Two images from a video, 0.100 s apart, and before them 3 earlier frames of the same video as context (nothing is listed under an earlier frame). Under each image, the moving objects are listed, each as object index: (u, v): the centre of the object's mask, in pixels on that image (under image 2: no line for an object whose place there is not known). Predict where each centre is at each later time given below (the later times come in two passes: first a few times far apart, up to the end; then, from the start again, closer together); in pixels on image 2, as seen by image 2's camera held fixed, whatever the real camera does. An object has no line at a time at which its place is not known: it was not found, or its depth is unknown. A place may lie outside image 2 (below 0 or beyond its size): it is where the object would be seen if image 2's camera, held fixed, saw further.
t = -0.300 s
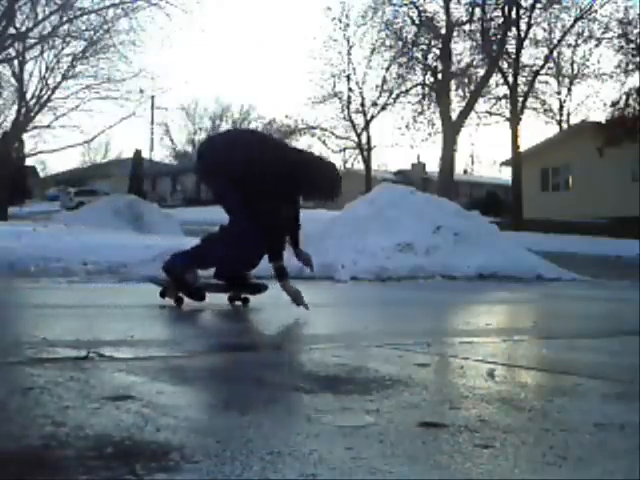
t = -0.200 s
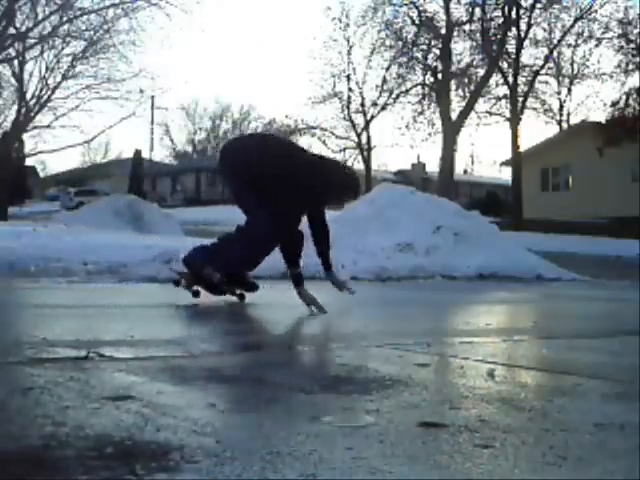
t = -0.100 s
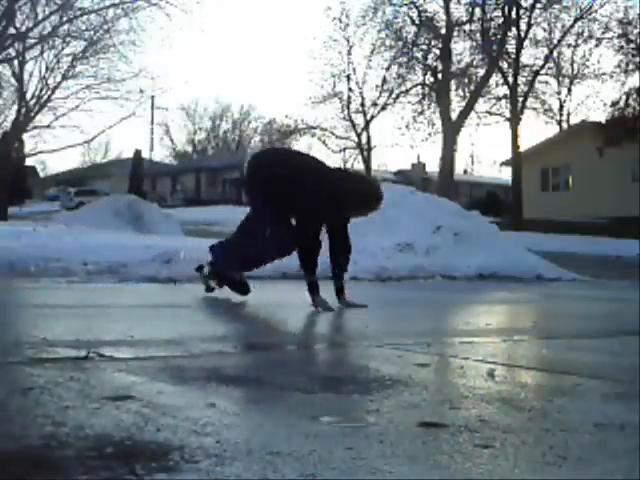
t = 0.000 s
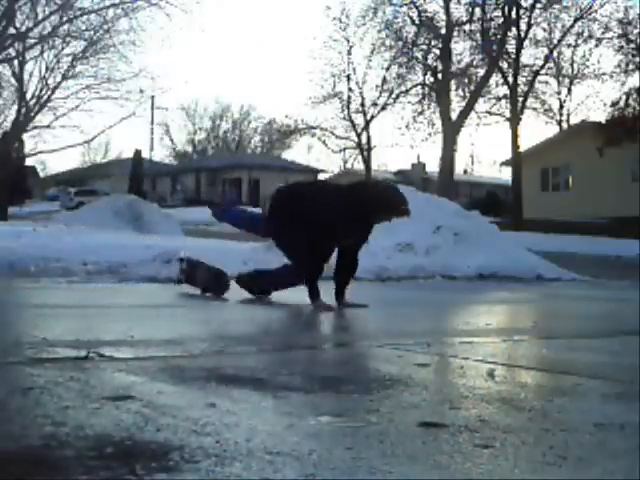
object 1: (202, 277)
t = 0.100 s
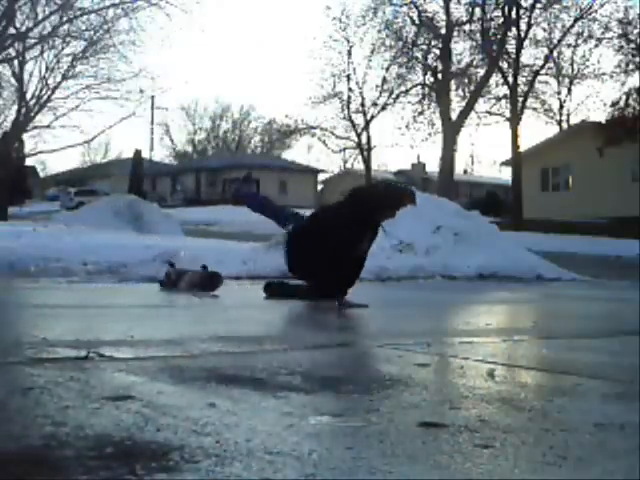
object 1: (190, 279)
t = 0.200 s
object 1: (172, 279)
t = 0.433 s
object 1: (158, 277)
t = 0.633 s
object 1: (154, 266)
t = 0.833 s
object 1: (153, 263)
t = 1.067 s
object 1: (163, 265)
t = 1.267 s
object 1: (162, 265)
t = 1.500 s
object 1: (162, 265)
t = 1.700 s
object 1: (163, 265)
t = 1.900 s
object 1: (163, 265)
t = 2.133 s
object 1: (163, 265)
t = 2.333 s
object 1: (163, 265)
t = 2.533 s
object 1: (163, 265)
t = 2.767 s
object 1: (163, 265)
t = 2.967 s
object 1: (163, 265)
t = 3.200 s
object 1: (163, 265)
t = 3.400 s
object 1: (163, 265)
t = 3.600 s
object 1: (163, 265)
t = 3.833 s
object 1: (163, 265)
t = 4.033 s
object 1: (163, 265)
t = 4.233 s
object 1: (163, 265)
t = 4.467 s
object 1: (163, 265)
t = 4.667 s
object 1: (163, 265)
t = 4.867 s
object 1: (163, 265)
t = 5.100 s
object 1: (163, 265)
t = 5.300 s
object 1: (163, 265)
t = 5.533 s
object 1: (163, 265)
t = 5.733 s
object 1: (163, 265)
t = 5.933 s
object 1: (162, 265)
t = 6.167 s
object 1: (163, 265)
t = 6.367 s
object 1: (163, 265)
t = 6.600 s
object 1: (163, 265)
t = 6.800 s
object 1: (162, 265)
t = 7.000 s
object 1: (163, 265)
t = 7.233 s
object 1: (163, 265)
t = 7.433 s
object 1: (163, 265)
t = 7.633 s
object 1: (163, 265)
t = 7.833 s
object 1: (163, 265)
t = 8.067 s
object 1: (163, 265)
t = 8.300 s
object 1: (163, 265)
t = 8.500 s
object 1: (163, 265)
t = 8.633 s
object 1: (163, 265)
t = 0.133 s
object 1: (187, 279)
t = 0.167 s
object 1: (180, 279)
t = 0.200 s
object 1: (172, 279)
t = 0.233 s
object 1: (169, 275)
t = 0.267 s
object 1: (169, 272)
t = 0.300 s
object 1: (167, 271)
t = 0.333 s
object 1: (165, 270)
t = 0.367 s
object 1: (162, 271)
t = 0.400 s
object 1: (159, 276)
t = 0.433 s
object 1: (158, 277)
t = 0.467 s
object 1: (156, 276)
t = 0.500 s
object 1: (155, 271)
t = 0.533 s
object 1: (154, 268)
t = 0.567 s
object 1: (153, 266)
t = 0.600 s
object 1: (153, 265)
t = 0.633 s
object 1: (154, 266)
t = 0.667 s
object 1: (153, 267)
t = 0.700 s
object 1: (155, 271)
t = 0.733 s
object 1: (153, 269)
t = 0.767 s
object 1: (151, 265)
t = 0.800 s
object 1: (151, 263)
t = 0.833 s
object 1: (153, 263)
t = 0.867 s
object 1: (153, 263)
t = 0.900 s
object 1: (152, 265)
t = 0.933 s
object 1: (154, 265)
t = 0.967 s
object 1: (159, 265)
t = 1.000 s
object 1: (163, 264)
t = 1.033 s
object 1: (161, 265)
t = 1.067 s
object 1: (163, 265)
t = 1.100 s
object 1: (161, 265)
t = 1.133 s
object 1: (162, 265)
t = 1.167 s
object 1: (162, 265)
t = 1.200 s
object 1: (162, 265)
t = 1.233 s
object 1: (162, 265)
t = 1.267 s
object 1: (162, 265)
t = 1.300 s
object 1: (162, 265)
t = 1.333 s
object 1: (163, 265)
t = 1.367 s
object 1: (163, 265)
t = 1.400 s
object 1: (163, 265)
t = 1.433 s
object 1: (163, 265)
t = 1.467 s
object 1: (162, 265)
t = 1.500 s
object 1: (162, 265)
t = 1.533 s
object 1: (163, 265)
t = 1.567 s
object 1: (163, 265)
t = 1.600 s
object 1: (163, 265)
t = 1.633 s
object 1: (163, 265)
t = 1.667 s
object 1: (163, 265)
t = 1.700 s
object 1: (163, 265)
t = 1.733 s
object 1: (163, 265)
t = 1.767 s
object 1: (163, 265)
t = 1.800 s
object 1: (163, 265)
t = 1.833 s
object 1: (163, 265)
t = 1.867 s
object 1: (163, 265)
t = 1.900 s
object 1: (163, 265)
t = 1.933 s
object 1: (163, 265)
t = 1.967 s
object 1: (163, 265)
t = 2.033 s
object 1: (163, 265)
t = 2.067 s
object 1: (163, 265)
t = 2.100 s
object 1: (163, 265)
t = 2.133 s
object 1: (163, 265)
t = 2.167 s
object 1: (163, 265)
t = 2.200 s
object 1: (163, 265)
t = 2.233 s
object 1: (163, 265)
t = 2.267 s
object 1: (163, 265)
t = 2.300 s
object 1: (163, 265)
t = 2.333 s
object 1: (163, 265)
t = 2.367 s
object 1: (163, 265)
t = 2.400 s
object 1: (163, 265)
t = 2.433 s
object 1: (163, 265)
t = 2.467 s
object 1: (163, 265)
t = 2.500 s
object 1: (163, 265)
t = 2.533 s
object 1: (163, 265)
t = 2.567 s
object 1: (163, 265)
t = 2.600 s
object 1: (163, 265)
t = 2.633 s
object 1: (163, 265)
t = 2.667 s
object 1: (163, 265)
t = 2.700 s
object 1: (163, 265)
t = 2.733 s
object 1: (163, 265)
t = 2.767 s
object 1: (163, 265)
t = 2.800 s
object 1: (163, 265)
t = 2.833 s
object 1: (163, 265)
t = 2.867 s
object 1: (163, 265)
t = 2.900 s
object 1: (163, 265)
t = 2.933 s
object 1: (163, 265)
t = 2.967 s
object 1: (163, 265)
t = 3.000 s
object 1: (163, 265)
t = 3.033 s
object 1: (163, 265)
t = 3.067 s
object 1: (163, 265)
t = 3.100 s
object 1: (163, 265)
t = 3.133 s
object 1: (163, 265)
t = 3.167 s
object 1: (163, 265)
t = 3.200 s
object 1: (163, 265)
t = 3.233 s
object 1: (163, 265)
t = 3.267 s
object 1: (163, 265)
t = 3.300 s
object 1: (163, 265)
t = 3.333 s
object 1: (163, 265)
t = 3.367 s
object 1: (163, 265)
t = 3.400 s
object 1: (163, 265)
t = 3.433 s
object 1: (163, 265)
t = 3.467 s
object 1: (163, 265)
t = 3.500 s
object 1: (163, 265)
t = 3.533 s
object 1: (163, 265)
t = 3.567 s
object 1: (163, 265)
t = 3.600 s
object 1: (163, 265)
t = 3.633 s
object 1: (163, 265)
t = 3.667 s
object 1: (163, 265)
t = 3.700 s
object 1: (163, 265)
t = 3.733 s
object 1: (163, 265)
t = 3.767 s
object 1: (163, 265)
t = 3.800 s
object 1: (163, 265)
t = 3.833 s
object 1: (163, 265)
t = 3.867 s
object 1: (163, 265)
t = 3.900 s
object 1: (163, 265)
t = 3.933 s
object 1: (163, 265)
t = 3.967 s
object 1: (163, 265)
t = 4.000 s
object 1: (163, 265)
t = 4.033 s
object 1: (163, 265)
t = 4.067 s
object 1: (163, 265)
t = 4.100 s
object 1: (163, 265)
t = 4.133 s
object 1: (163, 265)
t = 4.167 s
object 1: (163, 265)
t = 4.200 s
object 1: (163, 265)
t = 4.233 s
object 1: (163, 265)
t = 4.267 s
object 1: (163, 265)
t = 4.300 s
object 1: (163, 265)
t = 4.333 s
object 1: (163, 265)
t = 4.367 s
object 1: (163, 265)
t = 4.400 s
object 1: (163, 265)
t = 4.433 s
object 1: (163, 265)
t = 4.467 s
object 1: (163, 265)
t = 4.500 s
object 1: (163, 265)
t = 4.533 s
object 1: (163, 265)
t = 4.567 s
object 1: (163, 265)
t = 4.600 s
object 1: (163, 265)
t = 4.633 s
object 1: (163, 265)
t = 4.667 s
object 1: (163, 265)
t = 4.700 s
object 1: (163, 265)
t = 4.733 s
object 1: (163, 265)
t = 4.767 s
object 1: (162, 265)
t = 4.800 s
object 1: (163, 265)
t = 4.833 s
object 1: (163, 265)
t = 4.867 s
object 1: (163, 265)
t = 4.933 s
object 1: (163, 265)
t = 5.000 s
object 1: (163, 265)
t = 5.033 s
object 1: (163, 265)
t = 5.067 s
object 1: (163, 265)
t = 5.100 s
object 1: (163, 265)
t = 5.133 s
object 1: (163, 265)
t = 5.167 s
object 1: (163, 265)
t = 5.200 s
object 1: (163, 265)
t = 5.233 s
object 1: (163, 265)
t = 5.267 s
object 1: (163, 265)
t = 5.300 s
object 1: (163, 265)
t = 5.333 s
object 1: (163, 265)
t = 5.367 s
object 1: (163, 265)
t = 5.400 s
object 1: (162, 265)
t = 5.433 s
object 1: (163, 265)
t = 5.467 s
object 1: (163, 265)
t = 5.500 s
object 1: (163, 265)
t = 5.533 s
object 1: (163, 265)
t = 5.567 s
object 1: (162, 265)
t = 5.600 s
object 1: (162, 265)
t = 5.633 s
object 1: (163, 265)
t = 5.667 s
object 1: (163, 265)
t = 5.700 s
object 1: (163, 265)
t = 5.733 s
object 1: (163, 265)
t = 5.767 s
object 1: (163, 265)
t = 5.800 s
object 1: (163, 265)
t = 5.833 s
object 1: (163, 265)
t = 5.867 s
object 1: (163, 265)
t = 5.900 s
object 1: (163, 265)
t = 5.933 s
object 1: (162, 265)
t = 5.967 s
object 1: (162, 265)
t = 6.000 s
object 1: (163, 265)
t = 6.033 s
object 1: (163, 265)
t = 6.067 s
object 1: (162, 265)
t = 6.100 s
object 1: (162, 265)
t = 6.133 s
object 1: (163, 265)
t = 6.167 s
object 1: (163, 265)
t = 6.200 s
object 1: (163, 265)
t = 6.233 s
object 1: (163, 265)
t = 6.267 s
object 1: (162, 265)
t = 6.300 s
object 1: (162, 265)
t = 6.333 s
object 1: (162, 265)
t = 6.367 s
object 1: (163, 265)
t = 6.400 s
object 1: (163, 265)
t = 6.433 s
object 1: (163, 265)
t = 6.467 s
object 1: (163, 265)
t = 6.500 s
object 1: (163, 265)
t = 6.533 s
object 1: (163, 265)
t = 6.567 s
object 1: (163, 265)
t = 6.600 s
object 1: (163, 265)
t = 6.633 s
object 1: (163, 265)
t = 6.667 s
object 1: (162, 265)
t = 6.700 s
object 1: (163, 265)
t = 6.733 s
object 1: (163, 265)
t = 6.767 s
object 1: (163, 265)
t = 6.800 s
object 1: (162, 265)
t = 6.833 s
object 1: (163, 265)
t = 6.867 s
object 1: (163, 265)
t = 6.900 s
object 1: (163, 265)
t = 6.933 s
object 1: (163, 265)
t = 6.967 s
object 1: (163, 265)
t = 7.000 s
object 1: (163, 265)
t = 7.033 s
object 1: (163, 265)
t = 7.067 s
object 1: (163, 265)
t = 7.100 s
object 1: (163, 265)
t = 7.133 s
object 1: (163, 265)
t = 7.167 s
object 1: (163, 265)
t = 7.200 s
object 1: (163, 265)
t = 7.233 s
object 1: (163, 265)
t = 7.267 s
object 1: (163, 265)
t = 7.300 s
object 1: (163, 265)
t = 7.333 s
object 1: (163, 265)
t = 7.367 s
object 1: (163, 265)
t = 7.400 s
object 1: (163, 265)
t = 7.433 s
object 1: (163, 265)
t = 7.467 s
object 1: (163, 265)
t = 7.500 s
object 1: (163, 265)
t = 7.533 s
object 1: (163, 265)
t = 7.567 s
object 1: (163, 265)
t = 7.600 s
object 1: (163, 265)
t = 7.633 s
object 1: (163, 265)
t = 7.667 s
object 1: (163, 265)
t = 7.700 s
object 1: (163, 265)
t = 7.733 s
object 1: (163, 265)
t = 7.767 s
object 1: (163, 265)
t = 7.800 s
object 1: (163, 265)
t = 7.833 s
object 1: (163, 265)
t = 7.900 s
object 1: (163, 265)
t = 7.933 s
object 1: (163, 265)
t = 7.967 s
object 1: (163, 265)
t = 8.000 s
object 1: (163, 265)
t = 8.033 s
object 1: (163, 265)
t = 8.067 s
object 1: (163, 265)
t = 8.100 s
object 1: (163, 265)
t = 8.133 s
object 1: (163, 265)
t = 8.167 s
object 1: (163, 265)
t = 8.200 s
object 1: (163, 265)
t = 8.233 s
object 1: (163, 265)
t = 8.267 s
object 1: (163, 265)
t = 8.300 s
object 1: (163, 265)
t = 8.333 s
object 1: (163, 265)
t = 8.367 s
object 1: (163, 265)
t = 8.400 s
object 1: (163, 265)
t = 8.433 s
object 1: (163, 265)
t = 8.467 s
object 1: (163, 265)
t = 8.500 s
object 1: (163, 265)
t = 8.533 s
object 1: (163, 265)
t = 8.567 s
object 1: (163, 265)
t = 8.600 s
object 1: (163, 265)
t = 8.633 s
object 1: (163, 265)
